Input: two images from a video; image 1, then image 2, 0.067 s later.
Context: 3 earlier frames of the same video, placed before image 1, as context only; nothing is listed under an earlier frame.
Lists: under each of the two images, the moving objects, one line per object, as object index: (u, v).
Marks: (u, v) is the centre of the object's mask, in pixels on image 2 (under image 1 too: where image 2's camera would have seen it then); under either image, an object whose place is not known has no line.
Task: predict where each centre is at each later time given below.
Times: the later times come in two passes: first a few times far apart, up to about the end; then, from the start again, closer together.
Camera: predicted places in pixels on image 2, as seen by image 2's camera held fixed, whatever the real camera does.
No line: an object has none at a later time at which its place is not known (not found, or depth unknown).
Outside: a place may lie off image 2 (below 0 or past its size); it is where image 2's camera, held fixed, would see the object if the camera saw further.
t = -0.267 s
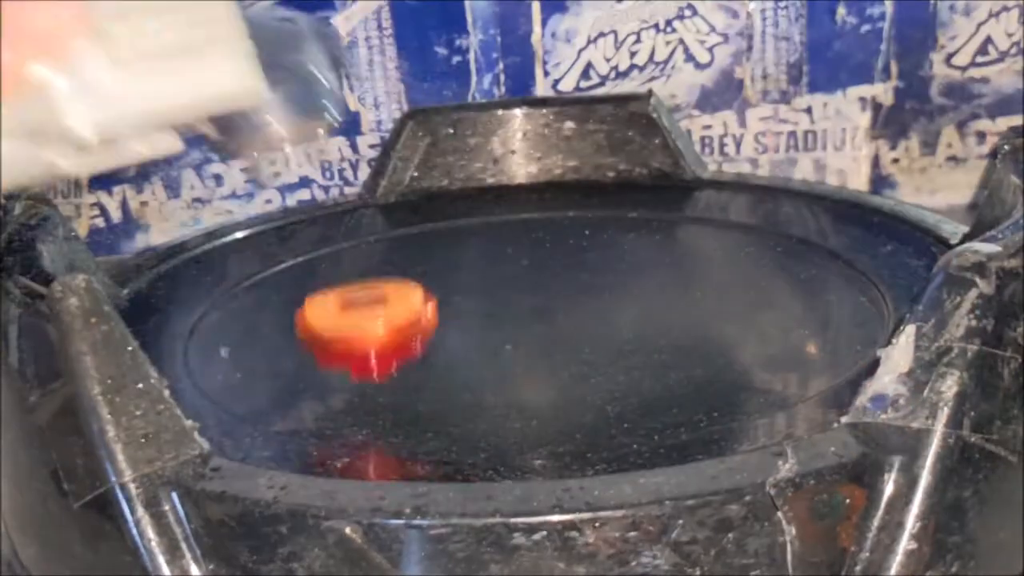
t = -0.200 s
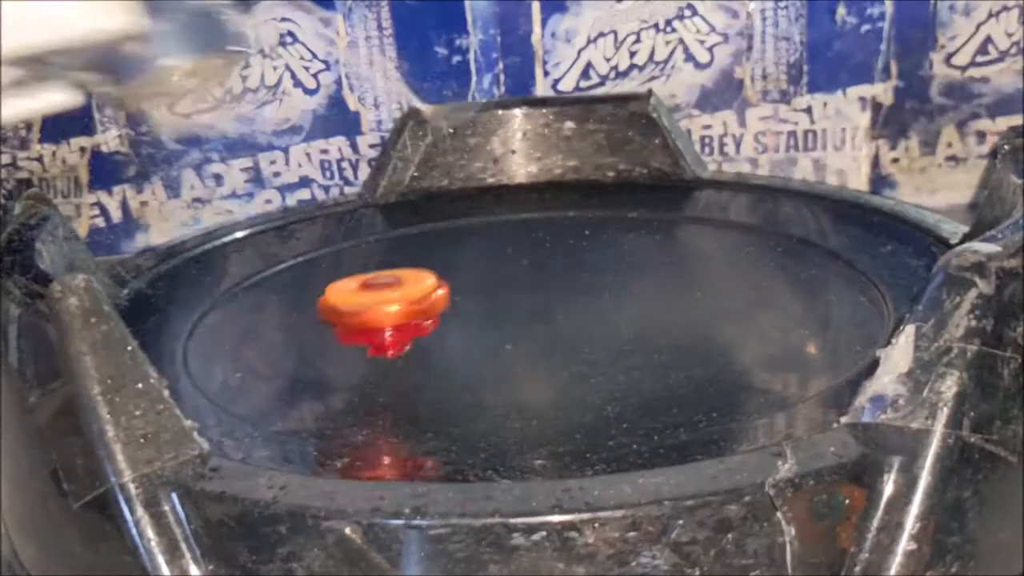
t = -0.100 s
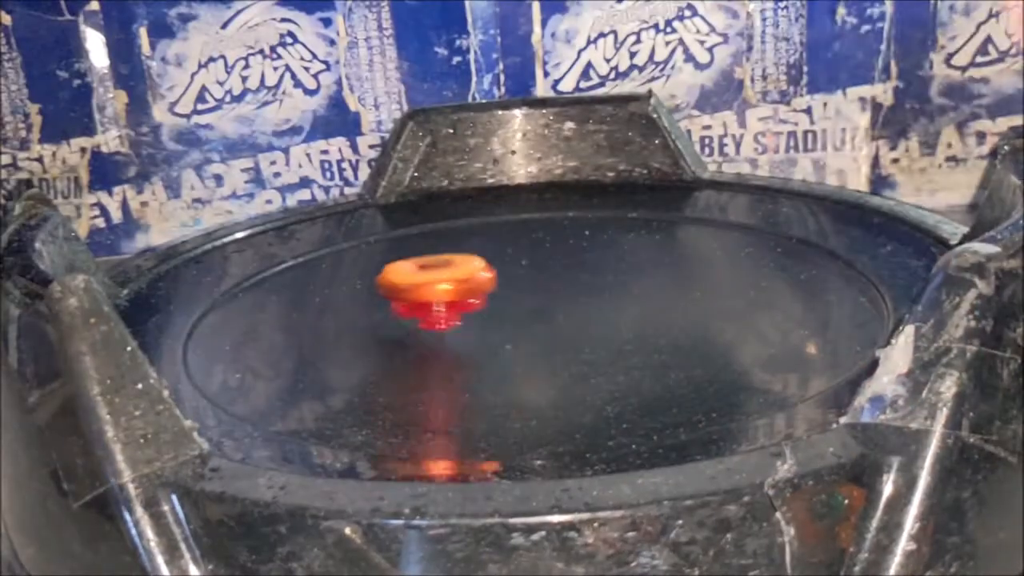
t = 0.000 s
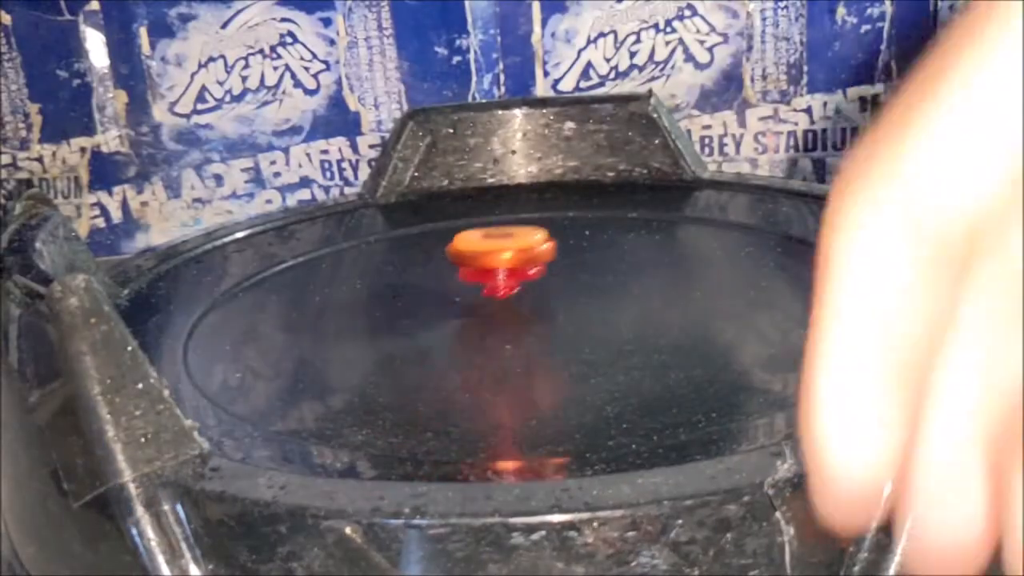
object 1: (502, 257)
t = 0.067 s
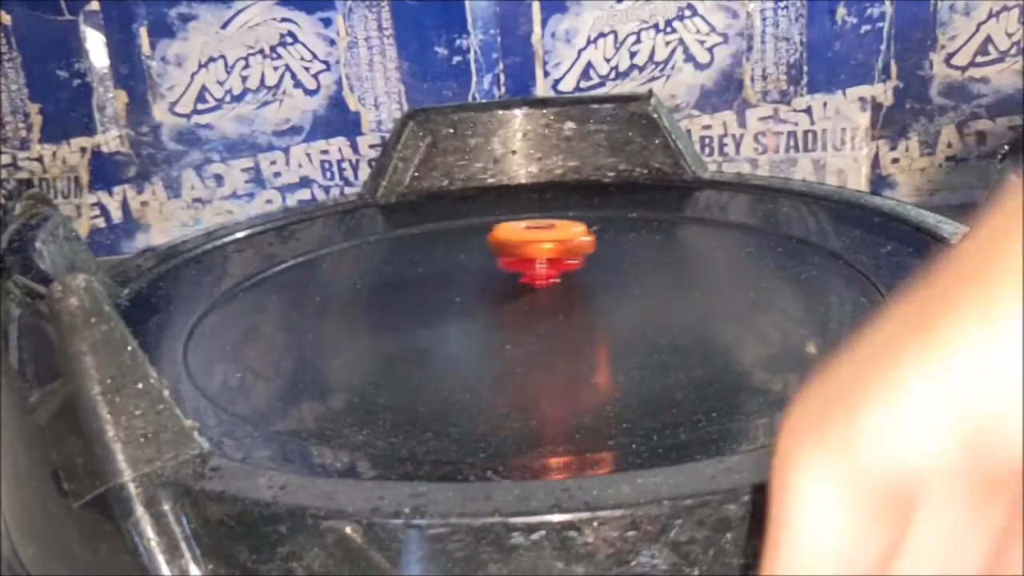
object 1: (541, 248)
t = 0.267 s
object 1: (588, 254)
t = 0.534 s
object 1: (513, 308)
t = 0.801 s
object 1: (476, 305)
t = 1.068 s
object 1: (475, 302)
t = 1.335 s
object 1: (495, 297)
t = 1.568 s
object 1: (505, 291)
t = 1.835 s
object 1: (516, 288)
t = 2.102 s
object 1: (532, 289)
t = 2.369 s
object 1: (550, 292)
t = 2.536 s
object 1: (560, 293)
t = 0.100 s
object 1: (557, 243)
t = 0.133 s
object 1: (570, 241)
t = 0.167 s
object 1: (580, 242)
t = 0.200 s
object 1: (586, 244)
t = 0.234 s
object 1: (588, 247)
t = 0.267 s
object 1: (588, 254)
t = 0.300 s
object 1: (585, 262)
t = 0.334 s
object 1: (579, 270)
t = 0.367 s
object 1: (570, 278)
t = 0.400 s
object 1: (560, 286)
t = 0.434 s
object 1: (548, 293)
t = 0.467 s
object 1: (536, 299)
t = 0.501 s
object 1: (524, 304)
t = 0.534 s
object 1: (513, 308)
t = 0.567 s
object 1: (503, 310)
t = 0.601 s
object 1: (496, 311)
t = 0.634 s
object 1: (490, 310)
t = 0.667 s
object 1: (486, 309)
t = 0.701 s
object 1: (483, 307)
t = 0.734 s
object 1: (481, 306)
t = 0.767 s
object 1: (478, 305)
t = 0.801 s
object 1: (476, 305)
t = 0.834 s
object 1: (474, 304)
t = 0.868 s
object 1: (473, 304)
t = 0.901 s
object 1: (472, 303)
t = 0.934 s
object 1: (472, 303)
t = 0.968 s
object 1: (472, 303)
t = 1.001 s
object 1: (472, 302)
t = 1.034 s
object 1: (473, 302)
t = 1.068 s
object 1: (475, 302)
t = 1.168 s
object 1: (481, 300)
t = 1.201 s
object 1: (483, 300)
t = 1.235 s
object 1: (486, 299)
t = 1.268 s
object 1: (489, 298)
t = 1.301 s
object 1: (492, 297)
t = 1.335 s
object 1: (495, 297)
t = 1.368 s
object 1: (497, 295)
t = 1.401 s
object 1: (500, 295)
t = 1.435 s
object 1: (501, 294)
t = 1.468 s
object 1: (503, 293)
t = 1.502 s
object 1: (504, 292)
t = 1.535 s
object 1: (505, 291)
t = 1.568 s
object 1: (505, 291)
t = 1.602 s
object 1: (506, 290)
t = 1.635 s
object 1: (507, 289)
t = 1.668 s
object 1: (508, 289)
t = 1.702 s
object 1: (510, 289)
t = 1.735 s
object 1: (511, 288)
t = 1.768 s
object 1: (512, 288)
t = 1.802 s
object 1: (514, 288)
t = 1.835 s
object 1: (516, 288)
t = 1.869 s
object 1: (517, 288)
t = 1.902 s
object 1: (519, 288)
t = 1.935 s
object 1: (521, 288)
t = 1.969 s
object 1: (523, 288)
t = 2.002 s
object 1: (526, 288)
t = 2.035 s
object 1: (528, 289)
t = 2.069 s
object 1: (530, 289)
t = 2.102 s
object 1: (532, 289)
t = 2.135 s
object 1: (534, 289)
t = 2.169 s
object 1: (537, 289)
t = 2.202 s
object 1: (539, 290)
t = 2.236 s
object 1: (542, 290)
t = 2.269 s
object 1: (544, 291)
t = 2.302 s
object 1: (546, 291)
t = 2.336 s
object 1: (548, 291)
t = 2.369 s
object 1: (550, 292)
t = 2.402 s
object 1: (552, 292)
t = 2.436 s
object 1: (554, 292)
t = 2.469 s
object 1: (556, 293)
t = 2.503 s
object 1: (558, 293)
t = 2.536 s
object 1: (560, 293)
